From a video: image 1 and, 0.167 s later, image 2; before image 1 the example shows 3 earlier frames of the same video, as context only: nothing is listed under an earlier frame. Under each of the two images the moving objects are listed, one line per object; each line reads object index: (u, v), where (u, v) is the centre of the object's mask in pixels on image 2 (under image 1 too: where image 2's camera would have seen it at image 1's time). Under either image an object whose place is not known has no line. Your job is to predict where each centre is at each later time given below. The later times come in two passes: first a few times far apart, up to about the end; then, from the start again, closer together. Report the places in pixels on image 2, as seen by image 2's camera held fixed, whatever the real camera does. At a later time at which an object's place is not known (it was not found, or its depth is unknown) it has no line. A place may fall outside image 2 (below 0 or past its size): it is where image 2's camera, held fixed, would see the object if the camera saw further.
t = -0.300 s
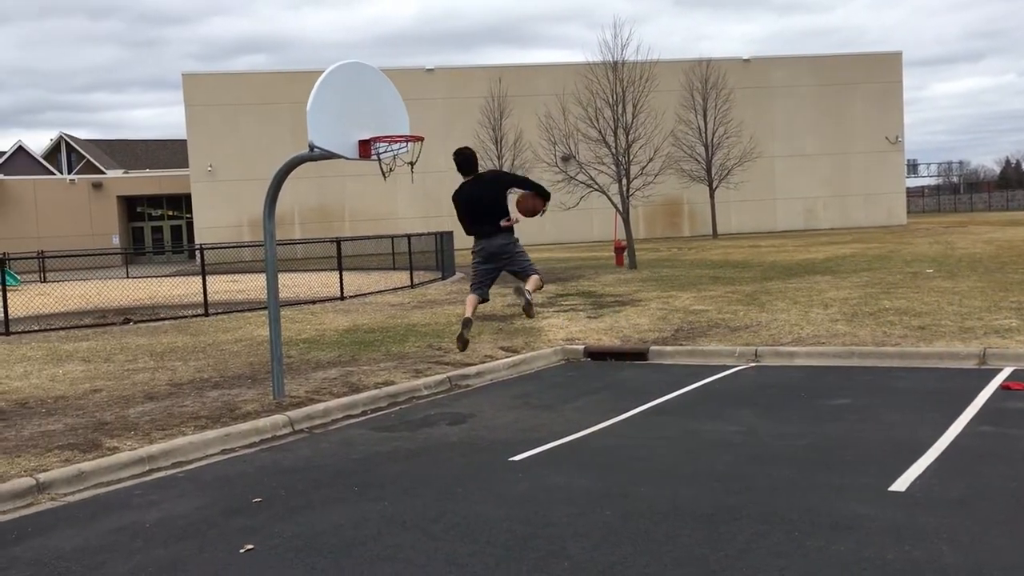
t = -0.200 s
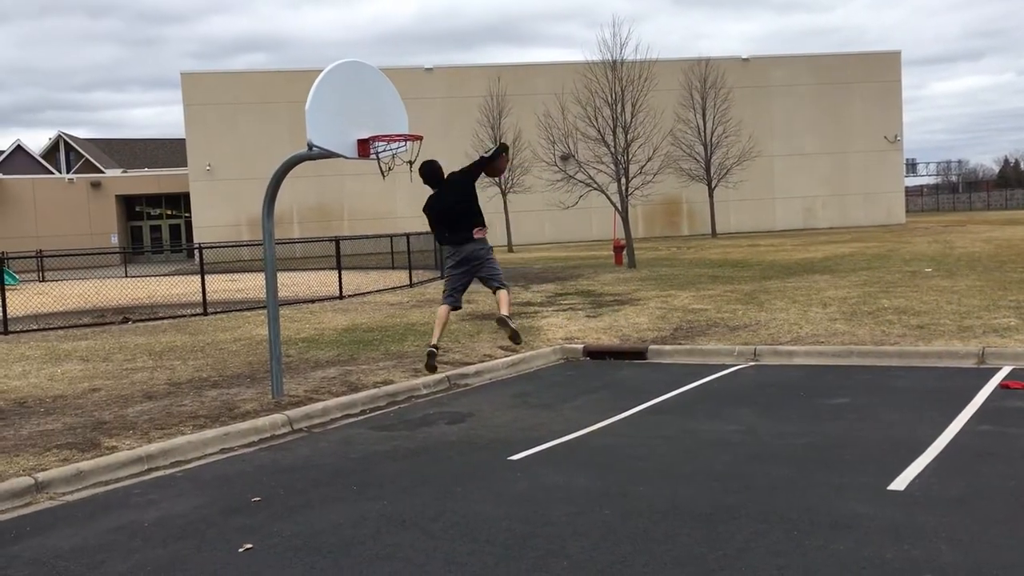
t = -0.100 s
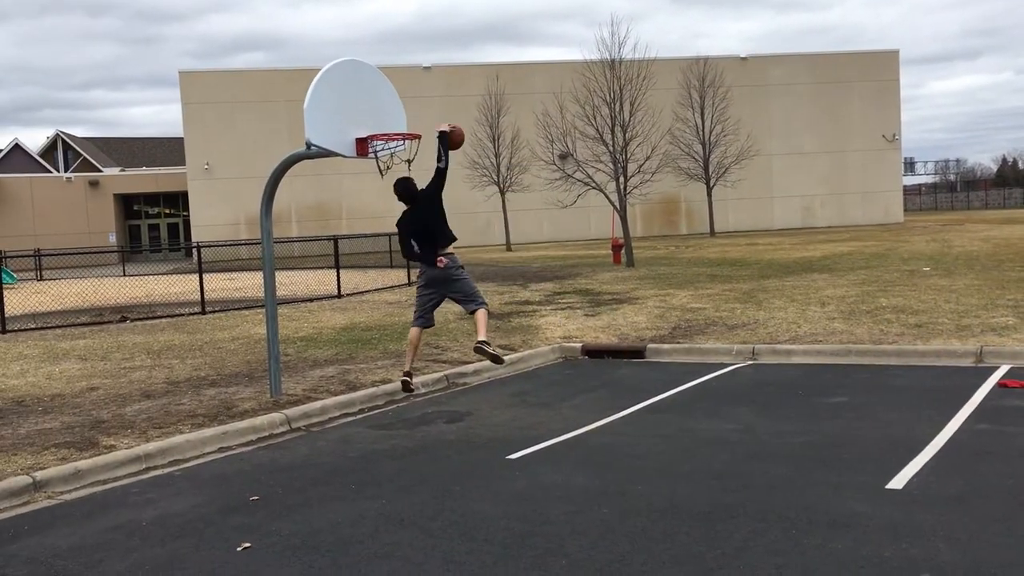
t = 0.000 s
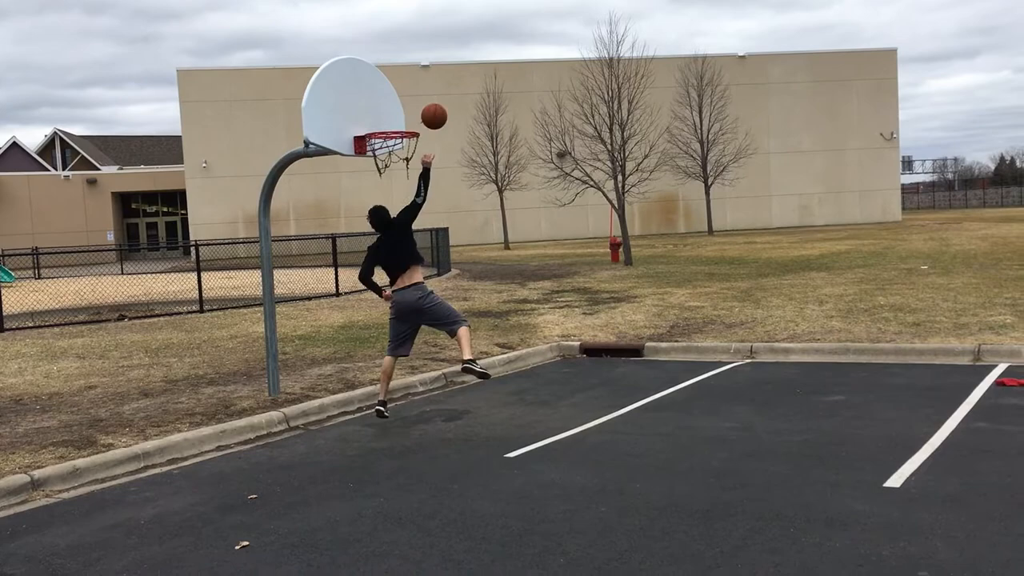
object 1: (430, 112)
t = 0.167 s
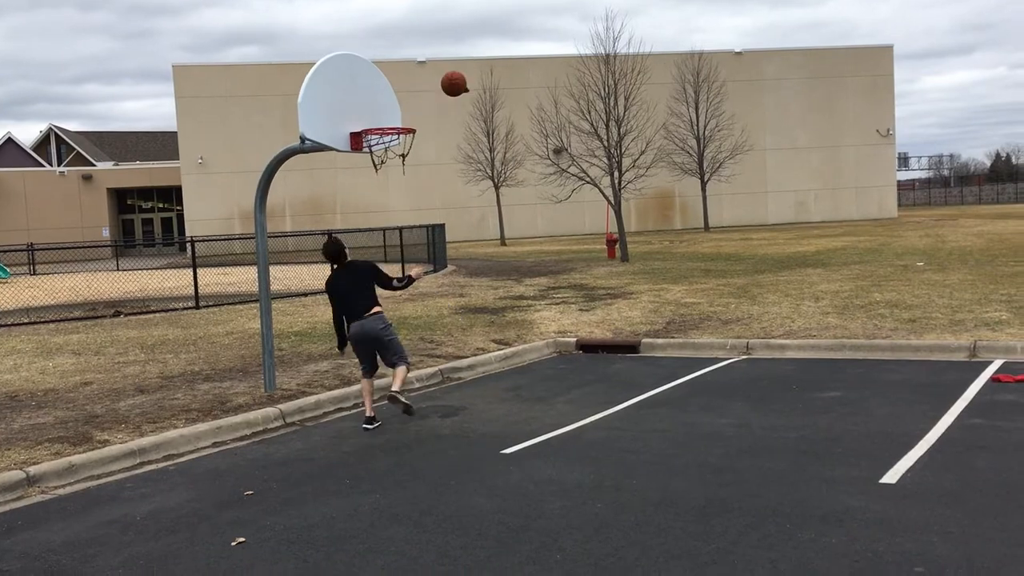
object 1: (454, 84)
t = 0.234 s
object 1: (463, 81)
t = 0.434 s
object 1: (492, 100)
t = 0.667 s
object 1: (527, 173)
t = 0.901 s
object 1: (563, 292)
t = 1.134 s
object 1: (581, 342)
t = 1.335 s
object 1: (574, 280)
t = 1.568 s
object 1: (569, 260)
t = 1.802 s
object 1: (566, 289)
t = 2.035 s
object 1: (566, 368)
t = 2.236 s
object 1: (562, 331)
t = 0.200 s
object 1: (458, 81)
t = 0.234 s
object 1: (463, 81)
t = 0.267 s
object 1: (468, 81)
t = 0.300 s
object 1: (472, 83)
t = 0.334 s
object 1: (477, 85)
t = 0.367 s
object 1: (482, 89)
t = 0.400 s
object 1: (487, 94)
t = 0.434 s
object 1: (492, 100)
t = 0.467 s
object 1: (498, 108)
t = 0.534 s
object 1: (507, 126)
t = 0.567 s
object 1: (512, 136)
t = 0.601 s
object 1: (517, 147)
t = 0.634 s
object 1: (522, 160)
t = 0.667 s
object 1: (527, 173)
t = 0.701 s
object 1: (532, 188)
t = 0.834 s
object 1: (553, 254)
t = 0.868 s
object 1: (557, 272)
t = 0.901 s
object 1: (563, 292)
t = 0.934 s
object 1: (568, 312)
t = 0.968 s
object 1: (573, 334)
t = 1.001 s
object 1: (578, 355)
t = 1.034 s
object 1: (584, 378)
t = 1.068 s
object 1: (583, 371)
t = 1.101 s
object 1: (582, 356)
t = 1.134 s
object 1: (581, 342)
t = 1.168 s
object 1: (580, 329)
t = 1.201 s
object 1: (578, 317)
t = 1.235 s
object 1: (578, 306)
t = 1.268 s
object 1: (576, 296)
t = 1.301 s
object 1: (575, 288)
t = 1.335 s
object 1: (574, 280)
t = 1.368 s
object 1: (574, 274)
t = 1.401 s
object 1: (573, 269)
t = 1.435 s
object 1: (572, 264)
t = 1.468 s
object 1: (571, 262)
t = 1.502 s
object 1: (570, 261)
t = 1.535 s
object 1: (570, 260)
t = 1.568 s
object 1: (569, 260)
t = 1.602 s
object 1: (569, 261)
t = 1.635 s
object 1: (568, 262)
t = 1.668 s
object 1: (567, 266)
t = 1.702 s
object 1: (568, 270)
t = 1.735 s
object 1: (567, 275)
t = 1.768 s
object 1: (566, 282)
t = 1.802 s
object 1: (566, 289)
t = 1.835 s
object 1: (566, 298)
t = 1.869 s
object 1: (566, 307)
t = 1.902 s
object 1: (566, 318)
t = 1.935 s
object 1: (566, 329)
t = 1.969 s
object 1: (566, 342)
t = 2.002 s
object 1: (566, 355)
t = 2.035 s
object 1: (566, 368)
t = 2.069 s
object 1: (566, 370)
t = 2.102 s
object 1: (565, 360)
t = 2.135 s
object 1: (564, 353)
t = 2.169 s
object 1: (563, 344)
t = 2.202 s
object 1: (563, 337)
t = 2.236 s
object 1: (562, 331)
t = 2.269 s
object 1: (562, 326)
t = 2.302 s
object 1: (561, 322)
